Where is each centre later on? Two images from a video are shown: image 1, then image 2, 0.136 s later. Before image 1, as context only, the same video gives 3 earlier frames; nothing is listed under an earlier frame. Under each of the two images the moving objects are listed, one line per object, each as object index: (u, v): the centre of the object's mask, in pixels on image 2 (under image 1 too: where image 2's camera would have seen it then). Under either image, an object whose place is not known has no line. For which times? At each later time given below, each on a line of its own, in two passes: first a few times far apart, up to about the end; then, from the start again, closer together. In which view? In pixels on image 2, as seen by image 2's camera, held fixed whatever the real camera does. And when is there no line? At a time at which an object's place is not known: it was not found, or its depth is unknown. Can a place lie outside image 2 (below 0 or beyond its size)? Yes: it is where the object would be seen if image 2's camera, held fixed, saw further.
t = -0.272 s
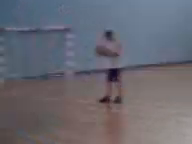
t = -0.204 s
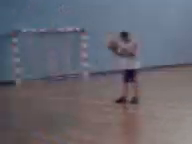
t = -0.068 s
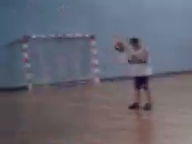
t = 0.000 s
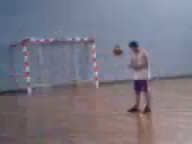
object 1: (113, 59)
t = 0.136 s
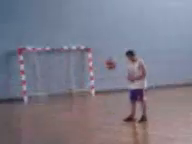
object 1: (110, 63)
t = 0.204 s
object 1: (109, 70)
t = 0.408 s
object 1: (105, 96)
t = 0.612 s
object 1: (107, 109)
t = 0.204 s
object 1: (109, 70)
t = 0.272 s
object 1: (108, 77)
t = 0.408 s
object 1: (105, 96)
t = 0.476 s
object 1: (105, 108)
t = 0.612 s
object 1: (107, 109)
